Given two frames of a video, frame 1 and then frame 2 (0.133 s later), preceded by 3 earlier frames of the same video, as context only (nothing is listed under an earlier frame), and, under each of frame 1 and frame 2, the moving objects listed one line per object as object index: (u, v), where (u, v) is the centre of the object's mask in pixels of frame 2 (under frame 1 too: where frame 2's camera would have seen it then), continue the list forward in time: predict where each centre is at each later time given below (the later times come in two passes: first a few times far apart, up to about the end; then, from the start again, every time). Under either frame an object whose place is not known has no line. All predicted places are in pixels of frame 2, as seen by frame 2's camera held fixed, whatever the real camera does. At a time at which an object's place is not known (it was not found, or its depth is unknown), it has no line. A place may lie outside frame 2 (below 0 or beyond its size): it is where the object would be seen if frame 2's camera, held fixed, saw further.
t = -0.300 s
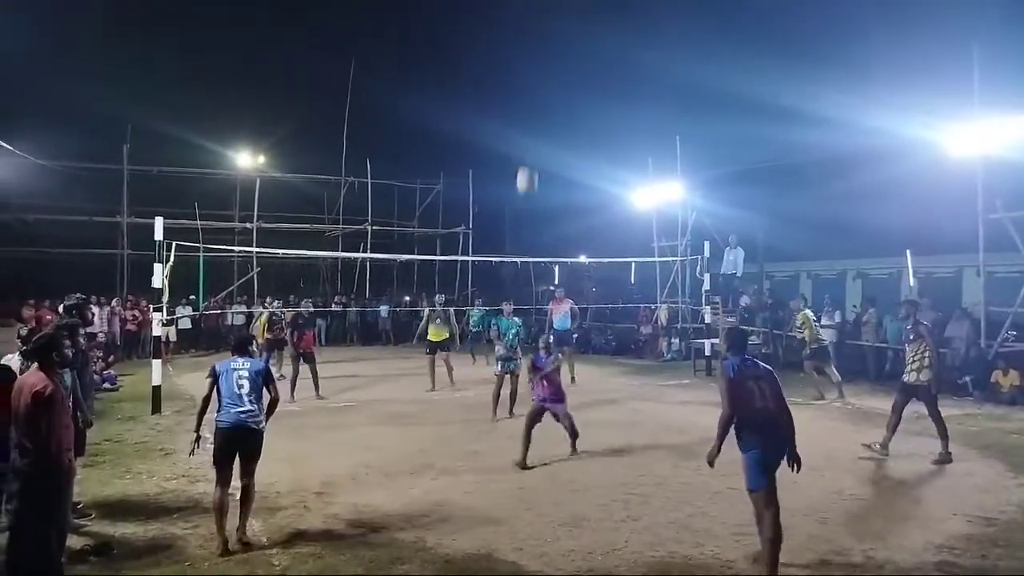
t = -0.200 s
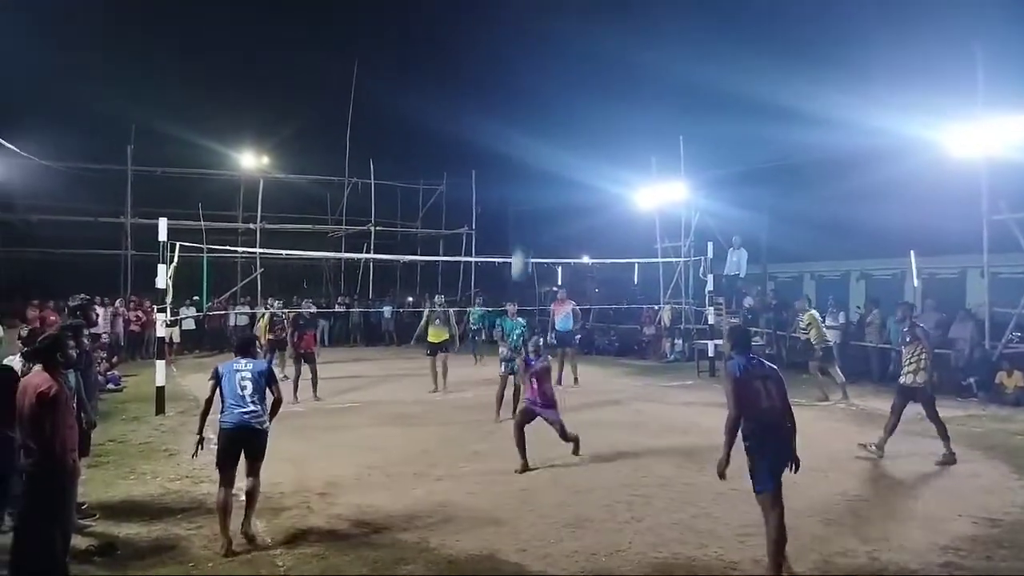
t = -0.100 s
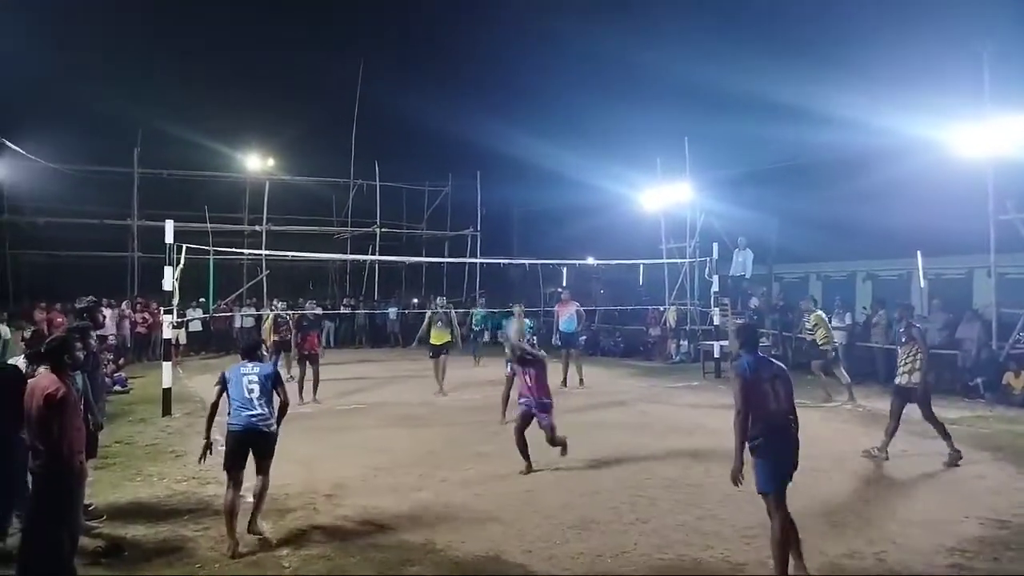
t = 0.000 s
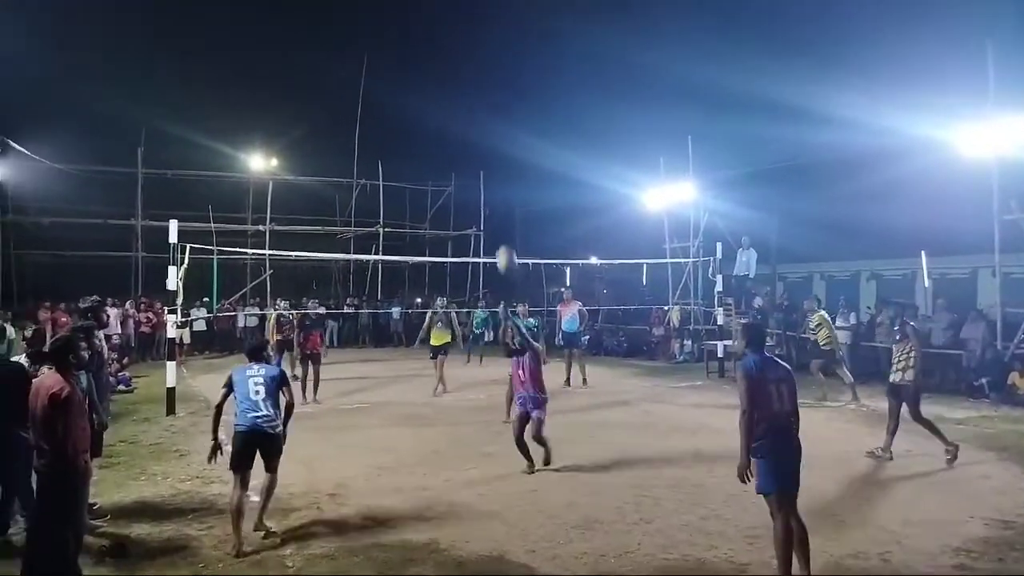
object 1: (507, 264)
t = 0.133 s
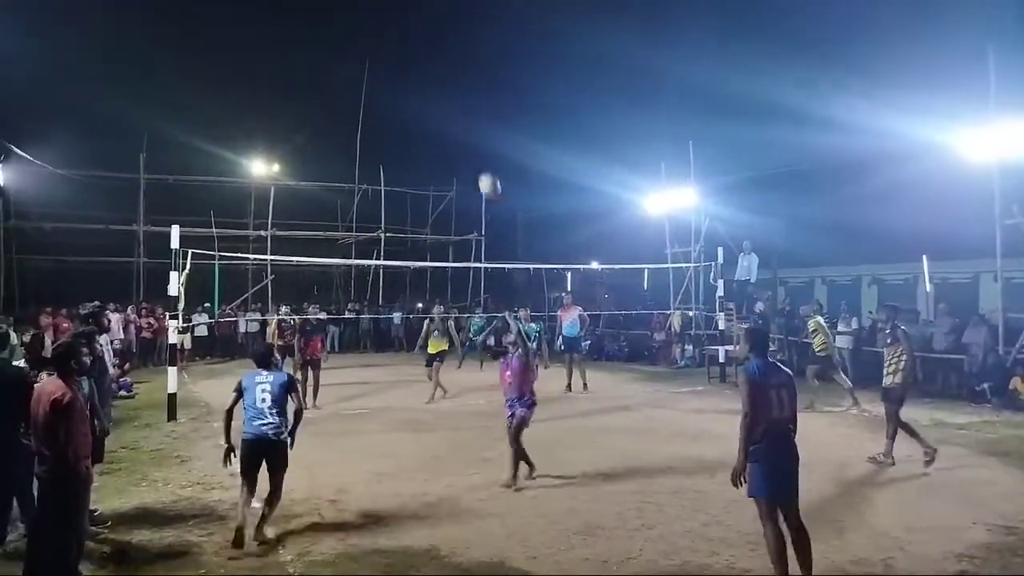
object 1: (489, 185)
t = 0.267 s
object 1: (471, 124)
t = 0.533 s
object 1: (438, 54)
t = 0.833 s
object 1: (402, 55)
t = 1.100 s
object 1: (372, 121)
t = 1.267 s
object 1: (354, 190)
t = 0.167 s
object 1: (484, 167)
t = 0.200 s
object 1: (480, 152)
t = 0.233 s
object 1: (476, 138)
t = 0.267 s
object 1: (471, 124)
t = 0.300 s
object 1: (467, 111)
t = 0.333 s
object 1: (464, 100)
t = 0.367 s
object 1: (459, 89)
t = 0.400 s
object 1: (454, 80)
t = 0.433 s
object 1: (450, 72)
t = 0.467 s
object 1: (446, 65)
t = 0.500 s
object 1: (441, 60)
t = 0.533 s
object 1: (438, 54)
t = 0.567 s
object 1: (433, 50)
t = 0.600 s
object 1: (429, 47)
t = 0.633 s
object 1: (426, 45)
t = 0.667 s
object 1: (422, 45)
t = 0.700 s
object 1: (417, 44)
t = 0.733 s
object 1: (413, 45)
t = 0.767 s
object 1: (409, 48)
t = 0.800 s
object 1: (405, 51)
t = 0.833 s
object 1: (402, 55)
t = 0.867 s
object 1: (398, 60)
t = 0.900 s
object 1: (394, 66)
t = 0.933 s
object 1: (390, 73)
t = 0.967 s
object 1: (386, 81)
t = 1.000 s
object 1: (382, 89)
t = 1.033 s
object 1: (379, 99)
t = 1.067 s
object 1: (375, 109)
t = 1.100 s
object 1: (372, 121)
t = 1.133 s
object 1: (368, 133)
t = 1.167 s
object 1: (365, 146)
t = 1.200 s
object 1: (361, 159)
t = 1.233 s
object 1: (358, 174)
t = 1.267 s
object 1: (354, 190)
